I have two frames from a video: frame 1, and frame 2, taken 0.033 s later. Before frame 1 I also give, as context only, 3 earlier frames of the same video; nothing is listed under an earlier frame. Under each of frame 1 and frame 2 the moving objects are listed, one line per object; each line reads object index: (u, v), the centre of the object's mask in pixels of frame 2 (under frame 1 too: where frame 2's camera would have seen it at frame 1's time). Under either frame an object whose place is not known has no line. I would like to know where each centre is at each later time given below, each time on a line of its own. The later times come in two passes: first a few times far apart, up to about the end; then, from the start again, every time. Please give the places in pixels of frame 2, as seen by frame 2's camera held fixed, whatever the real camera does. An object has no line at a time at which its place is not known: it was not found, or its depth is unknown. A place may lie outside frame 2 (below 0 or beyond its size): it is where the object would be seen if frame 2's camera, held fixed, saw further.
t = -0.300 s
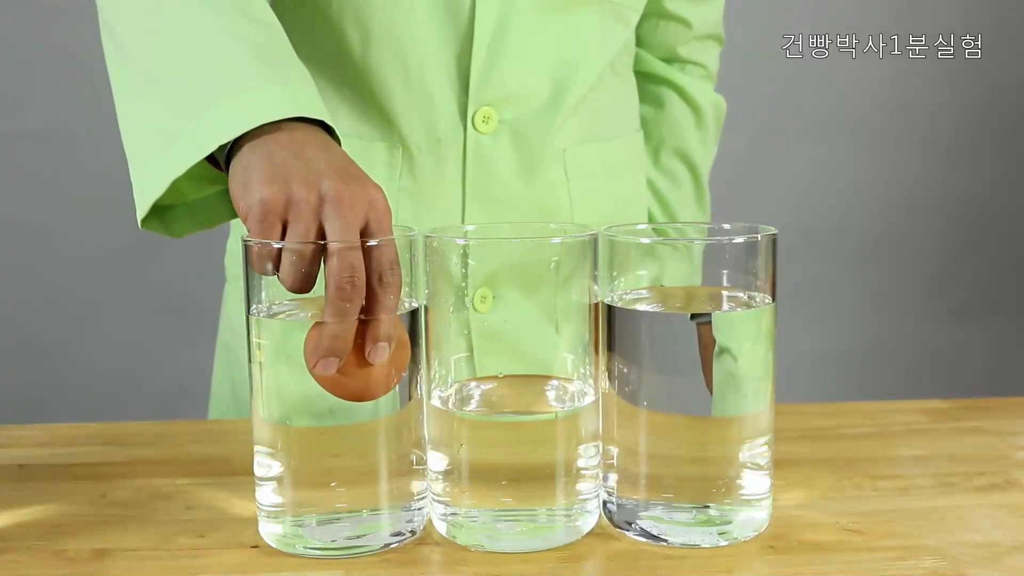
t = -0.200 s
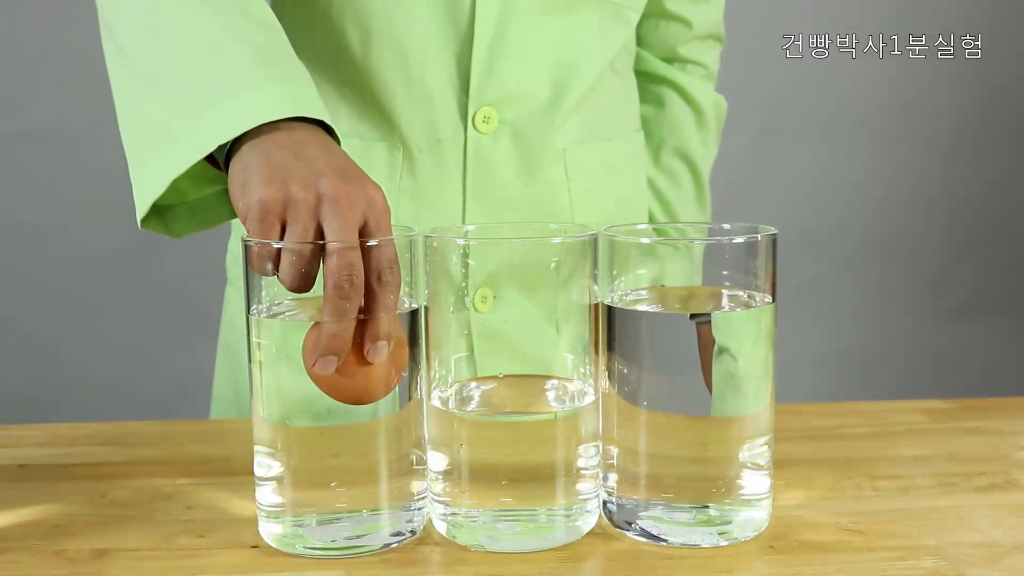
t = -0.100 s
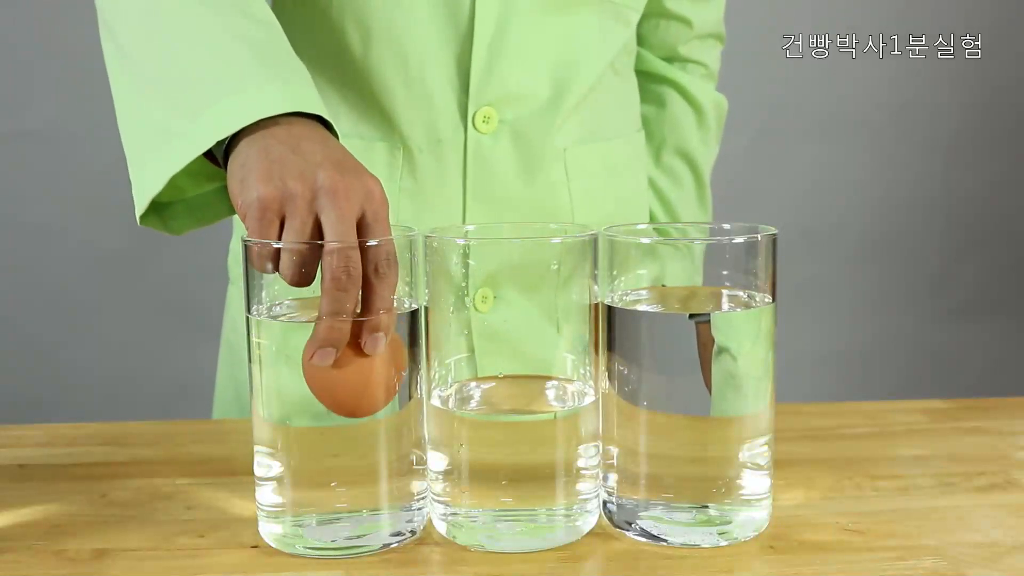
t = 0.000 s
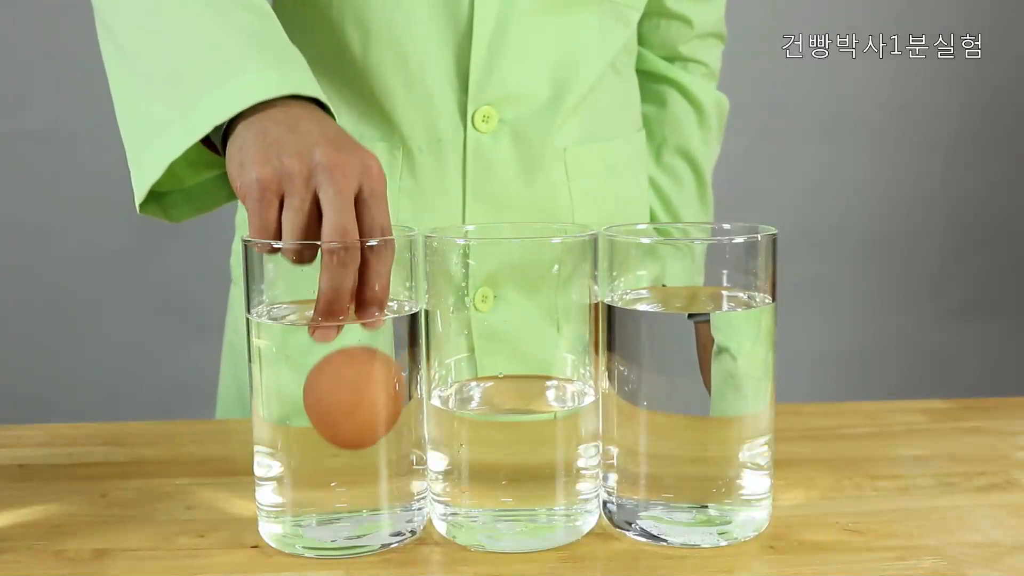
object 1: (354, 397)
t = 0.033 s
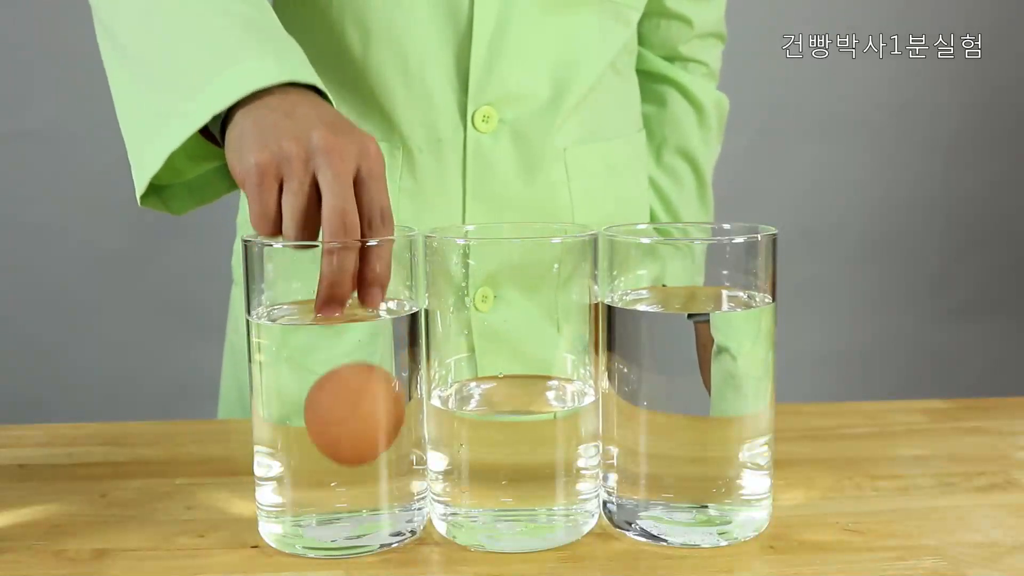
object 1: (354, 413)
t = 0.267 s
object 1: (374, 433)
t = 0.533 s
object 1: (373, 470)
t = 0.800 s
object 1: (378, 467)
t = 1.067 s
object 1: (389, 471)
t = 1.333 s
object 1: (384, 465)
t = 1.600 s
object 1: (386, 468)
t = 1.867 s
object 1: (387, 469)
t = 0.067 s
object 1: (355, 432)
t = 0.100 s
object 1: (355, 455)
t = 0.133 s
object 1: (356, 478)
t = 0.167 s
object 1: (360, 466)
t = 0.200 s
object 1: (365, 451)
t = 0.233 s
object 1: (370, 440)
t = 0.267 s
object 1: (374, 433)
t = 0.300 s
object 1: (377, 429)
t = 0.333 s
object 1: (376, 428)
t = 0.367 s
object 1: (375, 430)
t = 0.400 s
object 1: (374, 436)
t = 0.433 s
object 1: (373, 444)
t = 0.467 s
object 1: (373, 456)
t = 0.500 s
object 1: (373, 471)
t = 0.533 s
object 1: (373, 470)
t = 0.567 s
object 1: (374, 458)
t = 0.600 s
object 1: (373, 450)
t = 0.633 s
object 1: (374, 445)
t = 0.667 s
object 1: (374, 443)
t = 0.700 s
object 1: (375, 445)
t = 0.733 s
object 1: (376, 450)
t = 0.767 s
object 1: (377, 458)
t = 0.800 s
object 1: (378, 467)
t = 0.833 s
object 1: (379, 467)
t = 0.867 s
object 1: (381, 460)
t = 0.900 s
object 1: (383, 455)
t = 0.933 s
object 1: (384, 453)
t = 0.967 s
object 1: (386, 453)
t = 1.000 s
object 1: (388, 457)
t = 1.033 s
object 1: (388, 464)
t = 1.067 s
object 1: (389, 471)
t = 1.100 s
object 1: (389, 464)
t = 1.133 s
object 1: (388, 461)
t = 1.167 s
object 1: (387, 462)
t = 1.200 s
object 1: (386, 464)
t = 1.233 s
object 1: (385, 470)
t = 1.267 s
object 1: (385, 466)
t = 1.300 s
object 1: (385, 464)
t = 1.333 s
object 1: (384, 465)
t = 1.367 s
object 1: (384, 469)
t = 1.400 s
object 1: (384, 467)
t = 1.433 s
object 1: (385, 466)
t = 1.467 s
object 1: (385, 467)
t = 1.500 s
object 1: (385, 468)
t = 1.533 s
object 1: (385, 467)
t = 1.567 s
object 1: (385, 467)
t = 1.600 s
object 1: (386, 468)
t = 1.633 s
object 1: (386, 467)
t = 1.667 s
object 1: (387, 468)
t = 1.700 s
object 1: (387, 468)
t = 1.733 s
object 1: (386, 469)
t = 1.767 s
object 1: (387, 468)
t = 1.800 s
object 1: (387, 468)
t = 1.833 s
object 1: (387, 469)
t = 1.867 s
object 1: (387, 469)
